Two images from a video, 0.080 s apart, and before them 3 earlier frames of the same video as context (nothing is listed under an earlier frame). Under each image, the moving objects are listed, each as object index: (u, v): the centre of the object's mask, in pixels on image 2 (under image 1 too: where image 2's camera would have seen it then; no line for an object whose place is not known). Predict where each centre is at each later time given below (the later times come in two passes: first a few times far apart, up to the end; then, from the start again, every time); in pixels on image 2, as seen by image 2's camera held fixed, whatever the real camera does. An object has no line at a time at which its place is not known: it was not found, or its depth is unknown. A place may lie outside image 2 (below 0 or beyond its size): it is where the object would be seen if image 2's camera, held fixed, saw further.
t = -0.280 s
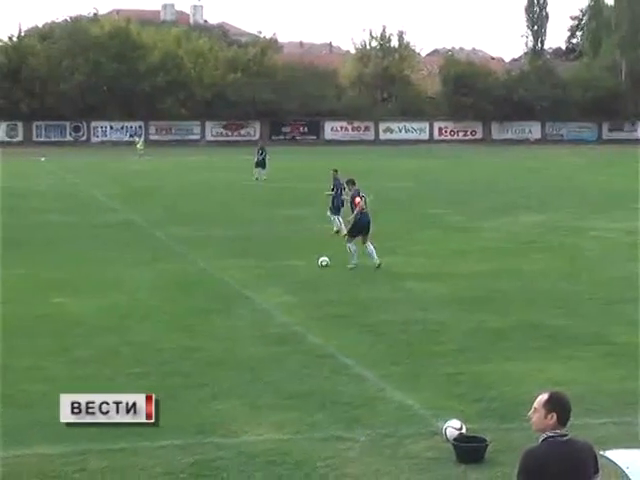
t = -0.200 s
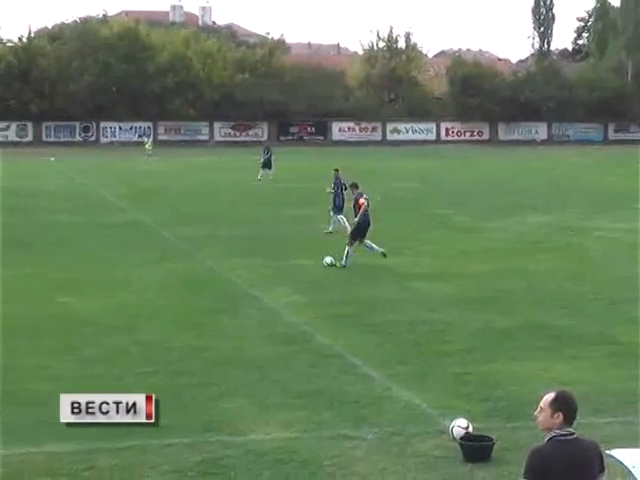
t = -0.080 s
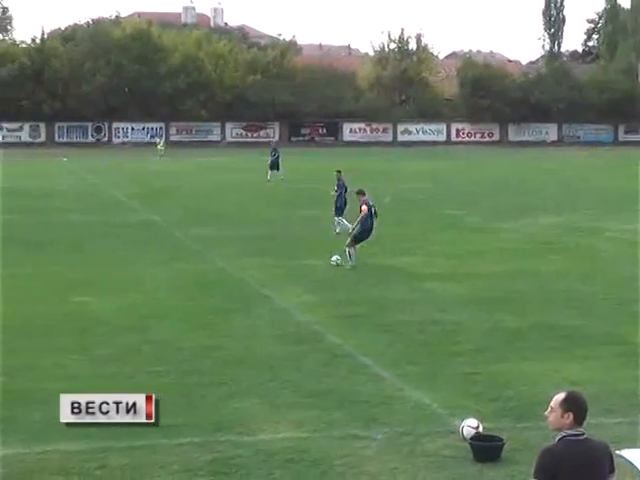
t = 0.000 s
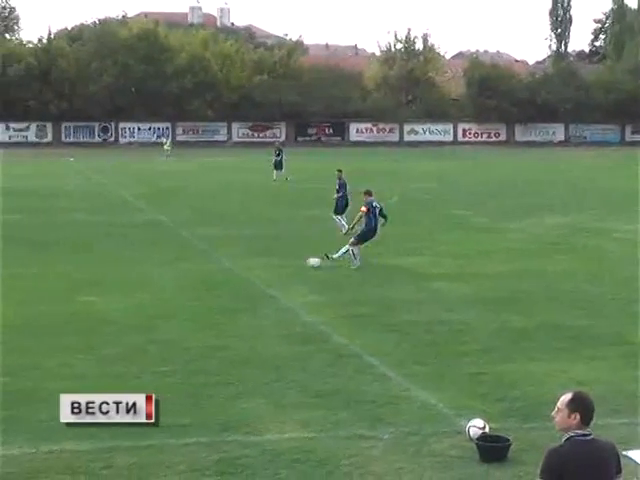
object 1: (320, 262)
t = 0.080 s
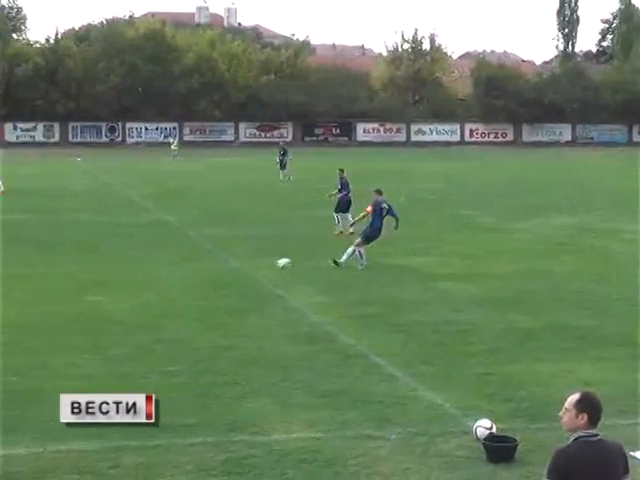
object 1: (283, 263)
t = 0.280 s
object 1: (186, 280)
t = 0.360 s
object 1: (152, 284)
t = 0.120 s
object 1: (263, 265)
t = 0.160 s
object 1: (244, 268)
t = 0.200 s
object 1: (225, 272)
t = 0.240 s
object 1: (204, 277)
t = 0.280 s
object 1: (186, 280)
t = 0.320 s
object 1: (169, 282)
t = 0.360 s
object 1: (152, 284)
